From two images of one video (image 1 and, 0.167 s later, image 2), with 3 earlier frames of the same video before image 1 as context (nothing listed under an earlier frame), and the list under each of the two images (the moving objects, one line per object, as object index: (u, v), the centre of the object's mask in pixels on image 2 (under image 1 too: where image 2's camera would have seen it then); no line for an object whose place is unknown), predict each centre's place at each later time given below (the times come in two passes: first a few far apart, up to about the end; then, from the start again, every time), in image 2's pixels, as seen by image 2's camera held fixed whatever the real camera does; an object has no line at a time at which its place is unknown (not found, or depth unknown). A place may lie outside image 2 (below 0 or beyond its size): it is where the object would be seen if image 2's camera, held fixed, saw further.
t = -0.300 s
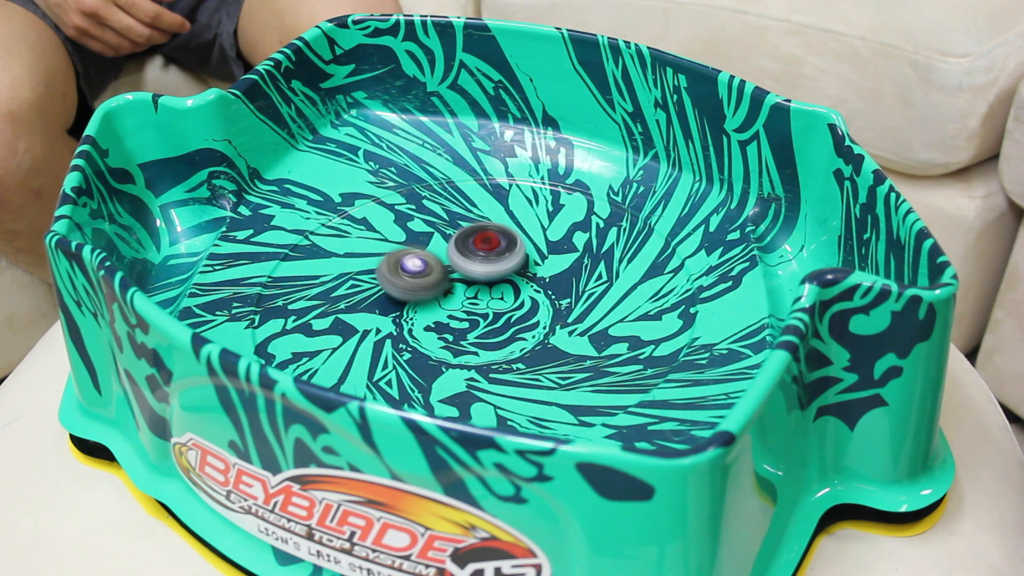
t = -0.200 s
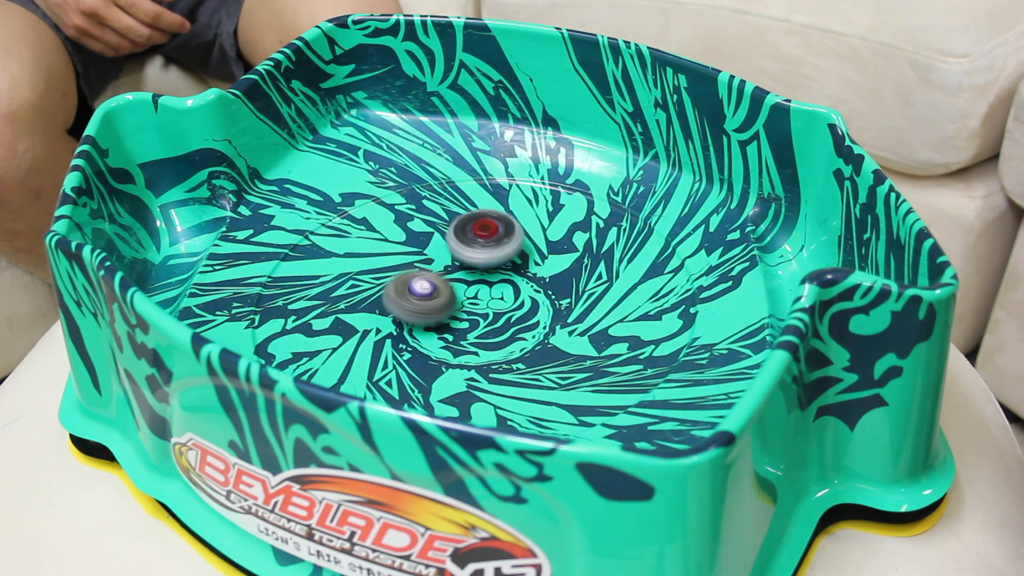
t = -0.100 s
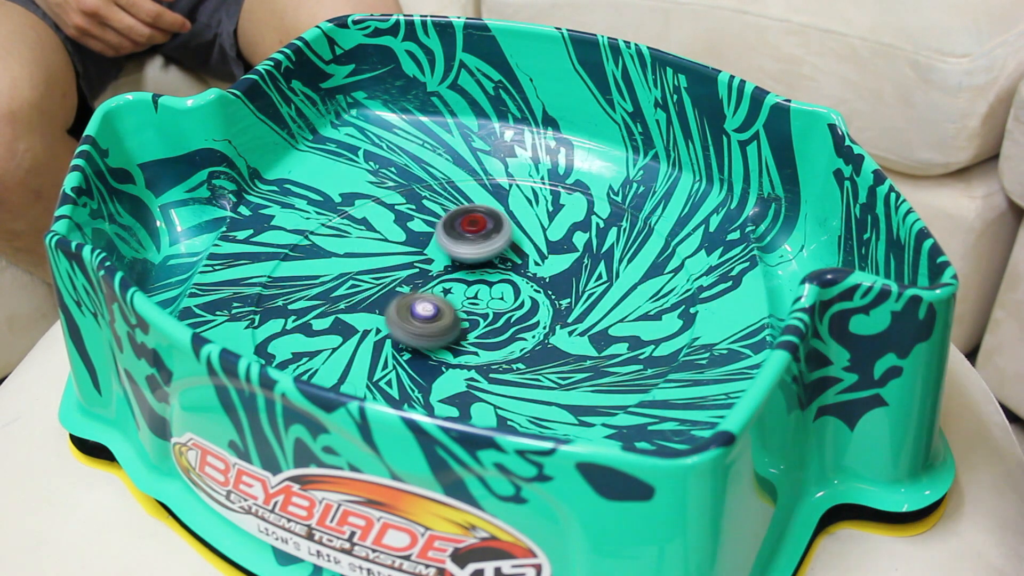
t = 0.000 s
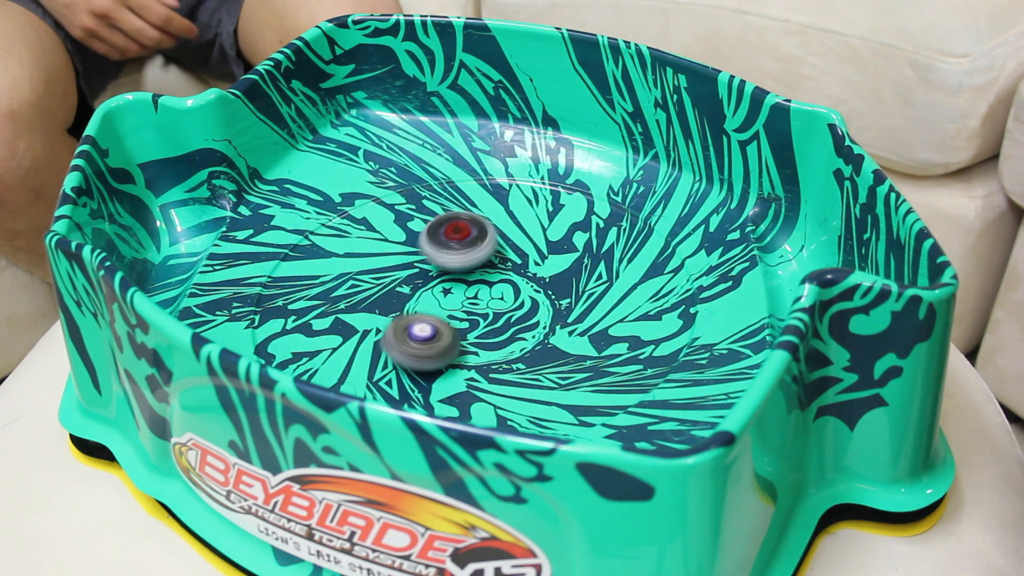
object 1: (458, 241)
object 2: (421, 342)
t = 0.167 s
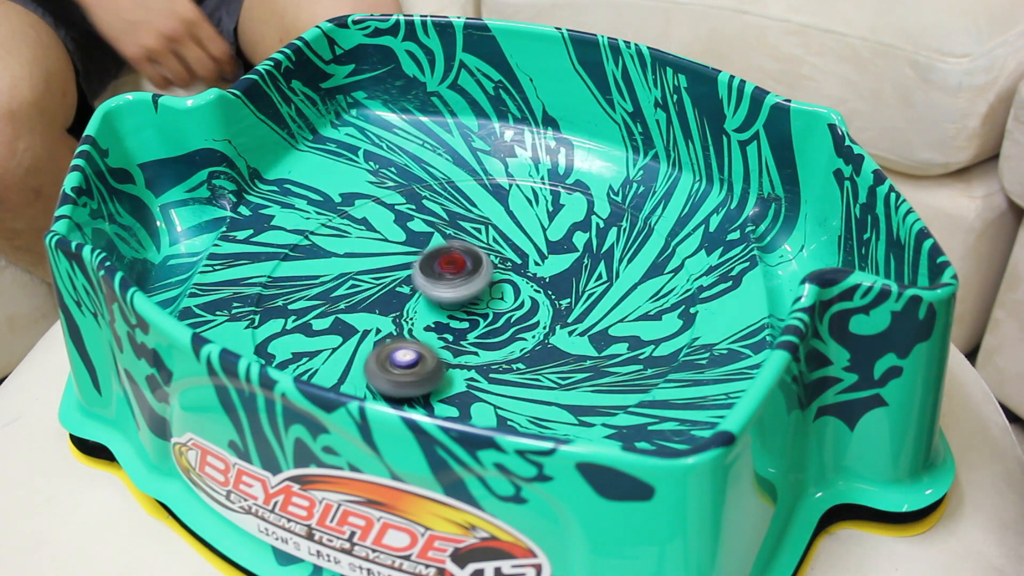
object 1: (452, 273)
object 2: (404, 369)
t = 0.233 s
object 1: (461, 286)
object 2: (395, 373)
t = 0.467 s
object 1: (525, 307)
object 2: (390, 357)
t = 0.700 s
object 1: (554, 284)
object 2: (454, 326)
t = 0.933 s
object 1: (519, 256)
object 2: (498, 322)
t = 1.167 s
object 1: (449, 271)
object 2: (535, 323)
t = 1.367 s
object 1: (432, 314)
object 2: (537, 323)
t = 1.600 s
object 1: (456, 346)
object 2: (538, 304)
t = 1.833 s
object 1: (484, 341)
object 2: (522, 279)
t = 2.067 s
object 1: (473, 300)
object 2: (516, 257)
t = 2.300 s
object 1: (417, 277)
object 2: (506, 257)
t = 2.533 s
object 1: (383, 289)
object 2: (479, 268)
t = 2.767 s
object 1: (427, 317)
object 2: (448, 260)
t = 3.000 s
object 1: (499, 314)
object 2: (432, 251)
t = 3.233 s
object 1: (522, 274)
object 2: (435, 265)
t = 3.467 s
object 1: (504, 245)
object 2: (401, 302)
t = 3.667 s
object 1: (478, 242)
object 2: (377, 325)
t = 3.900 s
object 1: (465, 281)
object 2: (369, 330)
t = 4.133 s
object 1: (503, 312)
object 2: (410, 328)
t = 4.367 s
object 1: (559, 307)
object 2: (446, 329)
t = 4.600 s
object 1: (569, 272)
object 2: (481, 328)
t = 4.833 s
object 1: (500, 264)
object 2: (510, 328)
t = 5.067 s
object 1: (429, 279)
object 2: (518, 323)
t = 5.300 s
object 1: (380, 307)
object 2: (517, 306)
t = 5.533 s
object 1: (412, 332)
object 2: (517, 289)
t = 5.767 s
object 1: (478, 311)
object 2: (522, 273)
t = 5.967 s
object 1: (491, 305)
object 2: (530, 254)
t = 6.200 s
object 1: (483, 303)
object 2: (516, 249)
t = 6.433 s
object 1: (474, 315)
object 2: (495, 245)
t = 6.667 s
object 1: (471, 315)
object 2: (463, 257)
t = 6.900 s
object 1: (462, 306)
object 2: (419, 266)
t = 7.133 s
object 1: (463, 308)
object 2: (390, 275)
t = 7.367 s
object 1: (466, 298)
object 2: (386, 286)
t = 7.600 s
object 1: (473, 285)
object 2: (391, 302)
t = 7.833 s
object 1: (474, 276)
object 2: (411, 321)
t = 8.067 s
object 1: (467, 274)
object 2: (437, 339)
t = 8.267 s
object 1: (462, 282)
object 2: (450, 346)
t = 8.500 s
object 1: (474, 279)
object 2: (462, 360)
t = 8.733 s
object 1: (464, 269)
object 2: (469, 351)
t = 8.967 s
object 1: (455, 276)
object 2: (491, 325)
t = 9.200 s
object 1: (439, 277)
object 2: (537, 317)
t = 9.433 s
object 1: (454, 292)
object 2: (559, 306)
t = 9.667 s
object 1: (474, 292)
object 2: (571, 297)
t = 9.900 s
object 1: (434, 290)
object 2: (593, 290)
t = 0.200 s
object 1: (456, 280)
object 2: (399, 371)
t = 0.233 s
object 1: (461, 286)
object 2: (395, 373)
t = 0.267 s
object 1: (469, 292)
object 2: (391, 373)
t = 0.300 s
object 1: (477, 297)
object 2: (387, 373)
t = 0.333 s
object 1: (486, 301)
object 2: (385, 372)
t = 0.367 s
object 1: (496, 305)
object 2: (383, 369)
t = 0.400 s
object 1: (505, 306)
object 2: (383, 366)
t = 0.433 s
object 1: (516, 307)
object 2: (386, 362)
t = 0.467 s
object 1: (525, 307)
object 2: (390, 357)
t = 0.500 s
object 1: (533, 306)
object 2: (395, 352)
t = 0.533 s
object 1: (542, 304)
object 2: (403, 347)
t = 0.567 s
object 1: (548, 301)
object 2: (411, 343)
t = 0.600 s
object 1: (553, 297)
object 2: (421, 339)
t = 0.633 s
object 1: (556, 294)
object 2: (430, 334)
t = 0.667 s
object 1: (557, 289)
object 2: (441, 330)
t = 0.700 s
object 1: (554, 284)
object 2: (454, 326)
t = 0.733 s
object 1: (550, 280)
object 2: (466, 322)
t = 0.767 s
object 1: (545, 277)
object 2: (478, 320)
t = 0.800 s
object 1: (542, 272)
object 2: (480, 320)
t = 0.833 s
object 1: (539, 267)
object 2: (481, 322)
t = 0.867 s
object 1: (535, 263)
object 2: (484, 323)
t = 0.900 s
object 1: (527, 258)
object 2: (490, 323)
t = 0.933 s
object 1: (519, 256)
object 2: (498, 322)
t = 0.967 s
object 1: (509, 254)
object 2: (505, 322)
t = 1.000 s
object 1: (498, 254)
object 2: (512, 321)
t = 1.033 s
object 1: (487, 256)
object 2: (517, 322)
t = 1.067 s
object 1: (477, 258)
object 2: (523, 322)
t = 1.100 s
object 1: (466, 262)
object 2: (528, 322)
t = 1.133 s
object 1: (457, 266)
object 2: (532, 323)
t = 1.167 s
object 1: (449, 271)
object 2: (535, 323)
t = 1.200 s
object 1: (441, 278)
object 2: (537, 323)
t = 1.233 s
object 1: (436, 285)
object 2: (539, 324)
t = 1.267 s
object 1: (432, 292)
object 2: (540, 324)
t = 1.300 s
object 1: (430, 299)
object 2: (540, 324)
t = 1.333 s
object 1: (429, 306)
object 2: (539, 324)
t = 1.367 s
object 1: (432, 314)
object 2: (537, 323)
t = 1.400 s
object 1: (435, 320)
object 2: (535, 323)
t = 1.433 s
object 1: (441, 326)
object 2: (533, 321)
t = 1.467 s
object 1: (448, 330)
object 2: (530, 319)
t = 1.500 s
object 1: (453, 334)
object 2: (531, 316)
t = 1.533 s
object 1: (453, 339)
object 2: (536, 311)
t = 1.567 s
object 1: (454, 343)
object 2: (538, 306)
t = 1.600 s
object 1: (456, 346)
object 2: (538, 304)
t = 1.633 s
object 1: (458, 348)
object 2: (535, 301)
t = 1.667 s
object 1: (461, 351)
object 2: (533, 297)
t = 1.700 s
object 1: (466, 351)
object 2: (530, 293)
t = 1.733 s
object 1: (470, 350)
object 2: (527, 290)
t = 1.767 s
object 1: (475, 348)
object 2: (525, 286)
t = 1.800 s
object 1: (480, 345)
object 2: (524, 282)
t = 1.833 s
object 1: (484, 341)
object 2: (522, 279)
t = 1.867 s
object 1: (487, 336)
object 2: (520, 275)
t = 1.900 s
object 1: (488, 330)
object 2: (519, 272)
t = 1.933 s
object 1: (489, 324)
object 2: (518, 269)
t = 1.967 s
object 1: (487, 318)
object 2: (517, 265)
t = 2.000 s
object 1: (484, 312)
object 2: (516, 262)
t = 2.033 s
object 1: (479, 306)
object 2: (516, 260)
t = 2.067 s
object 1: (473, 300)
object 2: (516, 257)
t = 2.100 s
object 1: (466, 295)
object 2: (515, 256)
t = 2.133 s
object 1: (458, 290)
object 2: (514, 256)
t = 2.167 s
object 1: (451, 287)
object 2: (512, 255)
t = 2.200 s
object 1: (442, 283)
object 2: (511, 255)
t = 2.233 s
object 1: (434, 281)
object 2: (509, 255)
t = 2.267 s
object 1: (425, 278)
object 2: (508, 256)
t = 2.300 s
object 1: (417, 277)
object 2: (506, 257)
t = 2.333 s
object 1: (409, 276)
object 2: (504, 258)
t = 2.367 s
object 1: (402, 276)
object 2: (500, 259)
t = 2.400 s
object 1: (395, 277)
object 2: (497, 261)
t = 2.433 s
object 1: (390, 279)
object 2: (493, 263)
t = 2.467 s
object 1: (385, 281)
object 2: (489, 264)
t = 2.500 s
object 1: (384, 284)
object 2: (484, 267)
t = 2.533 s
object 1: (383, 289)
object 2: (479, 268)
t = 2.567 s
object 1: (387, 293)
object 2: (473, 270)
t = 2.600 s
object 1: (392, 296)
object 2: (467, 271)
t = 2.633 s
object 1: (400, 299)
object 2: (463, 271)
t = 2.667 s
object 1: (408, 303)
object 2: (460, 269)
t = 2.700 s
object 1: (413, 308)
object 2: (456, 264)
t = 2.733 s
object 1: (419, 313)
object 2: (452, 261)
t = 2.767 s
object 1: (427, 317)
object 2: (448, 260)
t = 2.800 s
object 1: (435, 320)
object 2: (444, 258)
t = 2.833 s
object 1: (446, 323)
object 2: (440, 256)
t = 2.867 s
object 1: (458, 324)
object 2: (437, 254)
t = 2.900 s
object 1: (469, 323)
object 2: (435, 253)
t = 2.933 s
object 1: (479, 322)
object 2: (433, 252)
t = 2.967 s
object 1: (488, 319)
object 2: (432, 251)
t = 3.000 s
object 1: (499, 314)
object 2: (432, 251)
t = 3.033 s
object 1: (506, 310)
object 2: (432, 251)
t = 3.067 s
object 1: (515, 304)
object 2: (433, 252)
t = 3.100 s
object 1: (519, 298)
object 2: (434, 253)
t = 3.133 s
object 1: (523, 293)
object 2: (435, 256)
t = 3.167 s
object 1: (524, 286)
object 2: (435, 258)
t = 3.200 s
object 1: (525, 280)
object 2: (435, 262)
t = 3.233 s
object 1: (522, 274)
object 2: (435, 265)
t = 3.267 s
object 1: (518, 269)
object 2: (435, 269)
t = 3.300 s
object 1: (513, 264)
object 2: (434, 273)
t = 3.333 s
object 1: (507, 260)
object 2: (432, 278)
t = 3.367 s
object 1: (505, 255)
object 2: (421, 284)
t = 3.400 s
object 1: (505, 251)
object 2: (411, 291)
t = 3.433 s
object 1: (505, 247)
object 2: (405, 296)
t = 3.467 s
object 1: (504, 245)
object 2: (401, 302)
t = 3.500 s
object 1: (502, 242)
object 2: (397, 306)
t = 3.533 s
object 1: (499, 240)
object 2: (393, 310)
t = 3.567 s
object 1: (494, 238)
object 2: (389, 315)
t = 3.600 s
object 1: (489, 238)
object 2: (384, 318)
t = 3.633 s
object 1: (483, 240)
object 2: (380, 322)
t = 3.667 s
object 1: (478, 242)
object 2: (377, 325)
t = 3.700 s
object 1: (472, 246)
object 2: (374, 327)
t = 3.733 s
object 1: (469, 250)
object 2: (371, 328)
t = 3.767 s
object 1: (465, 257)
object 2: (369, 329)
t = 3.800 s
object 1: (463, 262)
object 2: (368, 331)
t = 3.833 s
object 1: (463, 269)
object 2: (367, 331)
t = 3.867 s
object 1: (464, 274)
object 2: (367, 331)
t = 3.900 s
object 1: (465, 281)
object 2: (369, 330)
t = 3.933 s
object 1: (469, 287)
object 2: (372, 330)
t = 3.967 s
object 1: (472, 292)
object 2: (376, 329)
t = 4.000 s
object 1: (479, 297)
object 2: (381, 329)
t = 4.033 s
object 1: (483, 302)
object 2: (387, 328)
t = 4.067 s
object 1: (491, 307)
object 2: (394, 328)
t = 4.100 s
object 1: (496, 310)
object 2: (402, 327)
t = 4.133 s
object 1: (503, 312)
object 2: (410, 328)
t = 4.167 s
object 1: (511, 314)
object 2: (418, 327)
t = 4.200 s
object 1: (518, 315)
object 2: (427, 327)
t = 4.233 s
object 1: (524, 315)
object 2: (436, 328)
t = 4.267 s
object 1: (530, 314)
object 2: (446, 328)
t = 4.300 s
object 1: (538, 313)
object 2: (451, 329)
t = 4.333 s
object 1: (550, 310)
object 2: (447, 328)
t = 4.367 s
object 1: (559, 307)
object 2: (446, 329)
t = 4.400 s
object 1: (566, 303)
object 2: (448, 328)
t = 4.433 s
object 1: (572, 298)
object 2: (453, 328)
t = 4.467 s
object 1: (576, 293)
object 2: (458, 328)
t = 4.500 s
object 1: (578, 287)
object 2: (465, 327)
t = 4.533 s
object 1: (577, 281)
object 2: (471, 328)
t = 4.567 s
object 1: (574, 277)
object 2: (476, 328)
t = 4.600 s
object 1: (569, 272)
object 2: (481, 328)
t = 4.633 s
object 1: (562, 269)
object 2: (486, 328)
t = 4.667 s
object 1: (555, 266)
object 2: (491, 328)
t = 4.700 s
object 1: (544, 264)
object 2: (496, 328)
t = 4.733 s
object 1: (535, 263)
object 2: (500, 329)
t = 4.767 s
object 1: (523, 263)
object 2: (504, 328)
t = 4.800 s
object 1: (512, 263)
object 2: (507, 328)
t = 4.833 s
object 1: (500, 264)
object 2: (510, 328)
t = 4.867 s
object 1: (490, 265)
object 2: (512, 328)
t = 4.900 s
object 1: (479, 267)
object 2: (513, 328)
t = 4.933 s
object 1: (468, 269)
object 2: (515, 327)
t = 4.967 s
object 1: (458, 271)
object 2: (516, 327)
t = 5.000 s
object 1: (448, 274)
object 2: (517, 325)
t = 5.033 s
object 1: (439, 276)
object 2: (517, 324)
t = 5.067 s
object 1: (429, 279)
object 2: (518, 323)
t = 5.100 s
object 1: (420, 282)
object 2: (518, 321)
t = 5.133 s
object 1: (411, 286)
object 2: (518, 319)
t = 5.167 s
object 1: (403, 289)
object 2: (517, 317)
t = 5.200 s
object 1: (395, 293)
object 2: (518, 315)
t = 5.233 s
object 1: (389, 297)
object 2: (517, 312)
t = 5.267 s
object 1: (384, 302)
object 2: (517, 309)
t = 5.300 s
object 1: (380, 307)
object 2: (517, 306)
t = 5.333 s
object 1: (377, 313)
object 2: (517, 303)
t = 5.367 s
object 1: (378, 318)
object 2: (516, 301)
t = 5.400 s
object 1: (381, 322)
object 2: (516, 298)
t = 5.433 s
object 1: (385, 326)
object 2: (516, 296)
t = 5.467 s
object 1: (393, 329)
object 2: (517, 293)
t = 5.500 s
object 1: (401, 331)
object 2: (517, 291)
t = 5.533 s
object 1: (412, 332)
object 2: (517, 289)
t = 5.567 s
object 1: (421, 332)
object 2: (517, 286)
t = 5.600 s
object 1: (432, 330)
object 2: (517, 284)
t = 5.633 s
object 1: (441, 328)
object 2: (518, 282)
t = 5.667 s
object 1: (452, 324)
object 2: (518, 280)
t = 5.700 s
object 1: (463, 320)
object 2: (518, 278)
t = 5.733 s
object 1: (470, 315)
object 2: (520, 276)
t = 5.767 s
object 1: (478, 311)
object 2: (522, 273)
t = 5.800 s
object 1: (482, 308)
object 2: (523, 268)
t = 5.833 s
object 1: (485, 307)
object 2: (525, 264)
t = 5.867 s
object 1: (486, 307)
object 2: (528, 259)
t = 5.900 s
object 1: (488, 306)
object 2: (530, 256)
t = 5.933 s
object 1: (490, 306)
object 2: (530, 254)
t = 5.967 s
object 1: (491, 305)
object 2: (530, 254)
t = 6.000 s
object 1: (492, 303)
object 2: (529, 254)
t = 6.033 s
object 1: (492, 302)
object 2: (528, 254)
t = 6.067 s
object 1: (493, 300)
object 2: (526, 254)
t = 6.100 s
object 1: (493, 298)
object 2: (523, 254)
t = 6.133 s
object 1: (490, 298)
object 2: (521, 253)
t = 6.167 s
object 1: (487, 301)
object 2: (518, 251)
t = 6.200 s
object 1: (483, 303)
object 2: (516, 249)
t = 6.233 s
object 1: (482, 306)
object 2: (513, 247)
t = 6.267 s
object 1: (481, 308)
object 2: (511, 246)
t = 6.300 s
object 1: (481, 310)
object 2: (508, 245)
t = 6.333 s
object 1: (479, 311)
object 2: (505, 245)
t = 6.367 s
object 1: (477, 312)
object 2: (501, 244)
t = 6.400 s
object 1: (476, 313)
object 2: (498, 245)
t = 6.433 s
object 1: (474, 315)
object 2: (495, 245)
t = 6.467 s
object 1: (473, 316)
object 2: (492, 247)
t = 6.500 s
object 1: (473, 316)
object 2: (488, 248)
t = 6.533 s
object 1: (472, 317)
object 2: (483, 249)
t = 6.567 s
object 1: (472, 317)
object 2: (479, 251)
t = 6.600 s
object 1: (472, 316)
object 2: (474, 253)
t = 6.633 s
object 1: (471, 316)
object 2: (469, 255)
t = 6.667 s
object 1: (471, 315)
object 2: (463, 257)
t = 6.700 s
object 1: (470, 314)
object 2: (457, 258)
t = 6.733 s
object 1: (470, 312)
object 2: (451, 259)
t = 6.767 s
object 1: (469, 310)
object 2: (446, 261)
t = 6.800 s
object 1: (468, 309)
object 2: (439, 262)
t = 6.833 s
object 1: (466, 307)
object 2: (433, 264)
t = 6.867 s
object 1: (462, 305)
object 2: (427, 265)
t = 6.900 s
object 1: (462, 306)
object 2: (419, 266)
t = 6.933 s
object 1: (462, 308)
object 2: (414, 267)
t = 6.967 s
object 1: (463, 308)
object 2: (409, 269)
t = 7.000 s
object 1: (462, 309)
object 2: (405, 270)
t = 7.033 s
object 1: (462, 309)
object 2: (401, 272)
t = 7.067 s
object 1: (463, 309)
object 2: (396, 273)
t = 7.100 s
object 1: (463, 309)
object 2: (393, 274)
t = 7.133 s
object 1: (463, 308)
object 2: (390, 275)
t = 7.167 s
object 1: (464, 308)
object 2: (387, 277)
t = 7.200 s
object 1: (465, 307)
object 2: (386, 278)
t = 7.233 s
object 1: (467, 305)
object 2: (385, 279)
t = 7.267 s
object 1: (467, 304)
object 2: (384, 281)
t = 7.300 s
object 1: (467, 302)
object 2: (383, 283)
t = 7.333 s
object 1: (468, 300)
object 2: (384, 284)
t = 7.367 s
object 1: (466, 298)
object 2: (386, 286)
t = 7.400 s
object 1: (465, 296)
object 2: (387, 289)
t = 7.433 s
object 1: (464, 295)
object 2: (388, 291)
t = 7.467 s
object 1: (467, 292)
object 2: (386, 293)
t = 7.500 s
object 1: (471, 291)
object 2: (386, 294)
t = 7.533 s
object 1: (472, 289)
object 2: (386, 296)
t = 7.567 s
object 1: (472, 287)
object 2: (389, 299)
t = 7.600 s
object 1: (473, 285)
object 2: (391, 302)
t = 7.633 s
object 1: (473, 283)
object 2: (393, 304)
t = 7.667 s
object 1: (476, 282)
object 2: (396, 307)
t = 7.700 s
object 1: (476, 281)
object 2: (399, 309)
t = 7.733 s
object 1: (475, 279)
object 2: (402, 312)
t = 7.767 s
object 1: (476, 278)
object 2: (405, 315)
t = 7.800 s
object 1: (475, 277)
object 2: (408, 319)
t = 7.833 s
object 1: (474, 276)
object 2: (411, 321)
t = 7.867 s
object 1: (474, 275)
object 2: (415, 324)
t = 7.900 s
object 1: (473, 275)
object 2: (419, 327)
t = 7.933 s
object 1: (472, 274)
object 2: (423, 330)
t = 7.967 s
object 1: (471, 274)
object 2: (427, 333)
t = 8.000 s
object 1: (469, 274)
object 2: (429, 334)
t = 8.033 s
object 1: (469, 273)
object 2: (433, 337)
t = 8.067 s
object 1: (467, 274)
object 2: (437, 339)
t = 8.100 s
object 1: (464, 275)
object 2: (439, 341)
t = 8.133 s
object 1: (464, 276)
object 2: (442, 343)
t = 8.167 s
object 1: (463, 278)
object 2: (444, 344)
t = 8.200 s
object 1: (461, 279)
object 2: (447, 345)
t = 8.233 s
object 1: (462, 281)
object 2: (449, 346)
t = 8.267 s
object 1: (462, 282)
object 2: (450, 346)
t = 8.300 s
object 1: (463, 284)
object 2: (453, 347)
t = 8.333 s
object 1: (464, 286)
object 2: (454, 347)
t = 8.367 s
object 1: (465, 288)
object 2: (456, 346)
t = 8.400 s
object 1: (468, 288)
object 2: (458, 349)
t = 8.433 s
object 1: (470, 285)
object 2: (459, 355)
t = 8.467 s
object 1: (471, 282)
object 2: (461, 359)
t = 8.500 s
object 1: (474, 279)
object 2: (462, 360)
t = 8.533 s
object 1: (473, 276)
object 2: (463, 360)
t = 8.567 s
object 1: (471, 273)
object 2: (463, 360)
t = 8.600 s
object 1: (470, 271)
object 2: (464, 359)
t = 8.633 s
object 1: (468, 270)
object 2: (465, 358)
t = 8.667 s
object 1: (467, 269)
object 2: (466, 356)
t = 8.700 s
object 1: (466, 268)
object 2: (467, 354)
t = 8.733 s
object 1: (464, 269)
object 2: (469, 351)
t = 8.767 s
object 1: (461, 268)
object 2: (471, 348)
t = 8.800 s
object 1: (461, 269)
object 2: (474, 344)
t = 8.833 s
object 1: (459, 270)
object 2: (476, 341)
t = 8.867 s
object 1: (457, 270)
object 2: (480, 337)
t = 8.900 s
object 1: (456, 272)
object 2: (483, 333)
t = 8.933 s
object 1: (456, 274)
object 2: (487, 327)
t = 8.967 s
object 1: (455, 276)
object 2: (491, 325)
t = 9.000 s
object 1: (453, 274)
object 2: (500, 327)
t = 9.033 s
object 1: (450, 273)
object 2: (508, 326)
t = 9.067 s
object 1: (447, 273)
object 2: (515, 324)
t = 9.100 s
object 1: (445, 273)
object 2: (521, 322)
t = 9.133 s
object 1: (443, 273)
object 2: (526, 321)
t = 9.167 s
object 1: (440, 274)
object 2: (532, 319)
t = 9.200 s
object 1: (439, 277)
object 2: (537, 317)
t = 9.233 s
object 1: (439, 279)
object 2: (542, 315)
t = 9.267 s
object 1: (439, 281)
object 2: (546, 313)
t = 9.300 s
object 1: (441, 283)
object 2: (550, 311)
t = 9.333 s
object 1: (443, 286)
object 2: (553, 310)
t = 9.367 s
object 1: (445, 288)
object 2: (556, 309)
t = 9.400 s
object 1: (450, 290)
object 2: (557, 308)
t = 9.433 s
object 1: (454, 292)
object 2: (559, 306)
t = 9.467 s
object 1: (458, 293)
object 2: (560, 305)
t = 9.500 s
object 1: (463, 294)
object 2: (560, 304)
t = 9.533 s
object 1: (469, 295)
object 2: (560, 303)
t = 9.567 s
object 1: (474, 295)
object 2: (559, 302)
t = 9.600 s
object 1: (478, 293)
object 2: (558, 301)
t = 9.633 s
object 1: (480, 293)
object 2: (560, 300)
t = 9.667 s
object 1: (474, 292)
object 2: (571, 297)
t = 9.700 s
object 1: (466, 291)
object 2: (581, 295)
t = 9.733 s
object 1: (460, 290)
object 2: (587, 293)
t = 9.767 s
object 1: (454, 289)
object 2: (589, 292)
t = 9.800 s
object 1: (448, 289)
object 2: (592, 291)
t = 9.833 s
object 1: (444, 289)
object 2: (593, 291)
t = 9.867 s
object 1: (439, 289)
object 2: (593, 290)
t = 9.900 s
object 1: (434, 290)
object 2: (593, 290)
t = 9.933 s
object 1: (431, 291)
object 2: (591, 290)
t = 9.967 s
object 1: (427, 292)
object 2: (588, 290)
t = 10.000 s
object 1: (423, 294)
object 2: (584, 291)
